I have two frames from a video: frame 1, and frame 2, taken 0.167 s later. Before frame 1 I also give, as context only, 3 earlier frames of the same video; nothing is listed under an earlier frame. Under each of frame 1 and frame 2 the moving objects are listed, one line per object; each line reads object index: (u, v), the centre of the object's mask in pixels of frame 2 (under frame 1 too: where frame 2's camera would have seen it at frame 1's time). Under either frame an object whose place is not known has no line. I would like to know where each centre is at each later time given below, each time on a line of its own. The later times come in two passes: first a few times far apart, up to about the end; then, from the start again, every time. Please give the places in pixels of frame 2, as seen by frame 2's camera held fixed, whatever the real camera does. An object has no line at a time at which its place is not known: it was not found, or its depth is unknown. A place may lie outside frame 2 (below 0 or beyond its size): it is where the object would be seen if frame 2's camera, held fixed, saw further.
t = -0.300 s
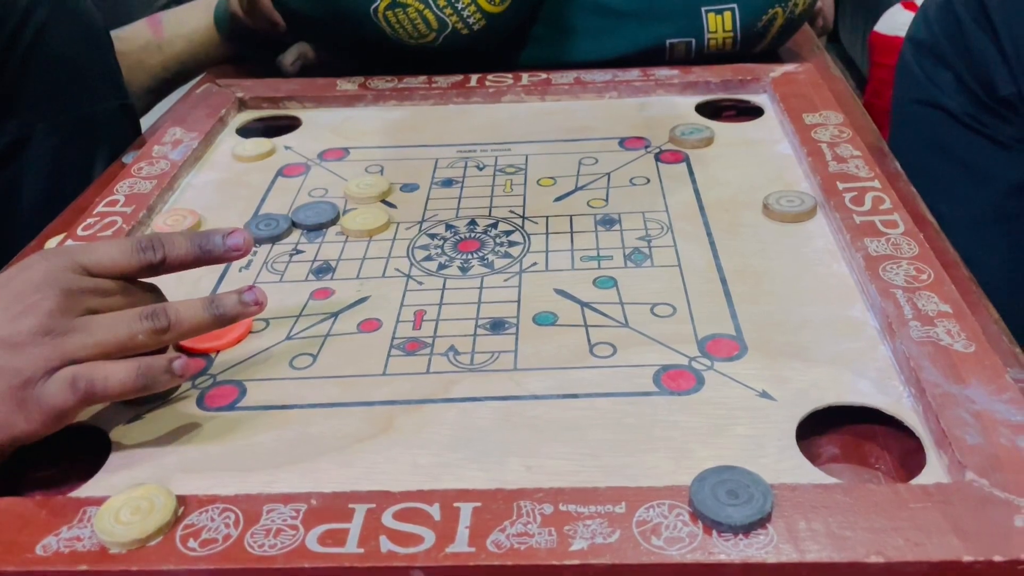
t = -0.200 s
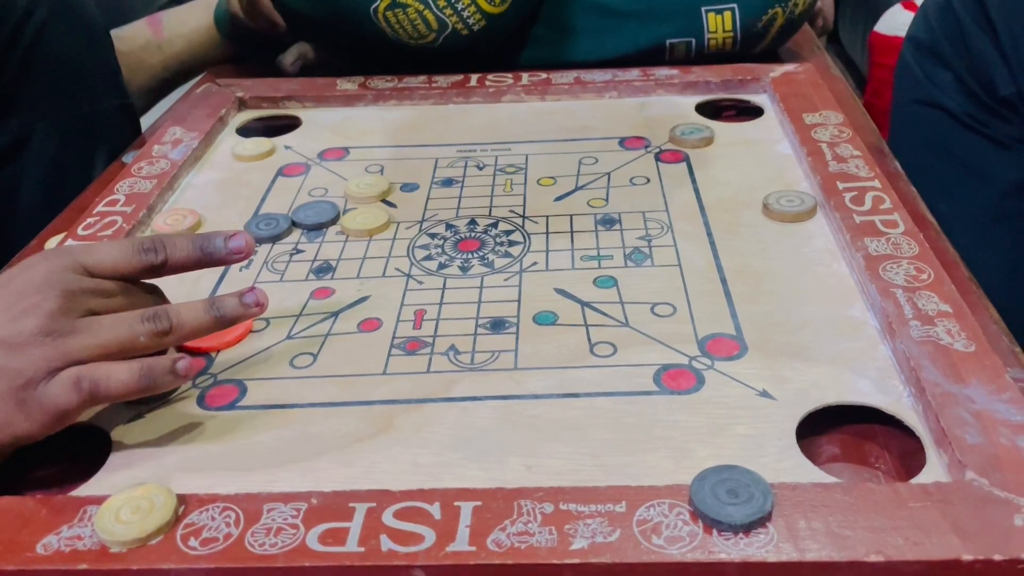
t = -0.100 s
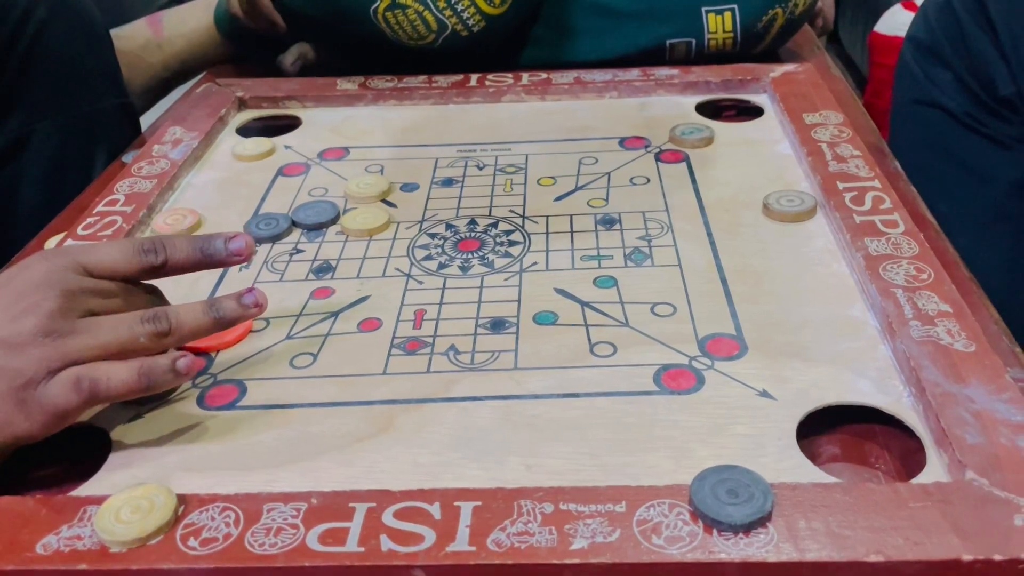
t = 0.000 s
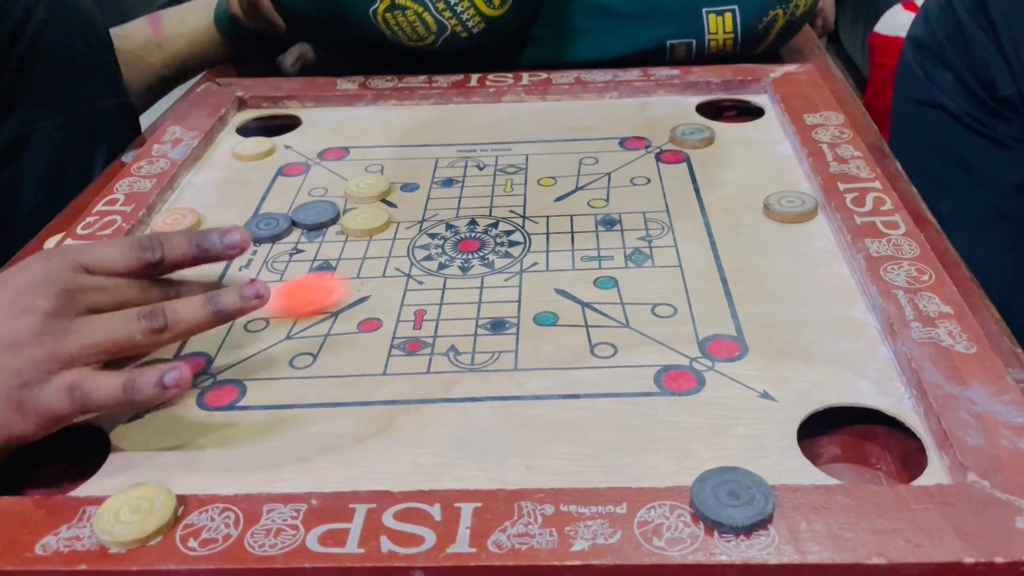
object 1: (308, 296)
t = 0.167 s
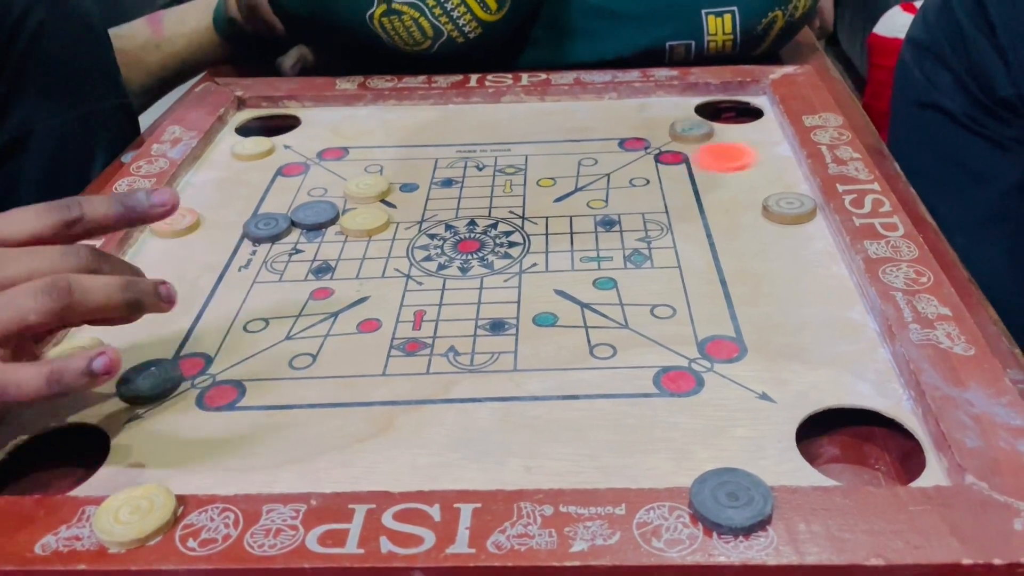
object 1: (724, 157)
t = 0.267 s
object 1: (698, 151)
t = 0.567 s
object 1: (645, 153)
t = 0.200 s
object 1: (751, 151)
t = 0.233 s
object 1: (721, 151)
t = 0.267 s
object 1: (698, 151)
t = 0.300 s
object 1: (676, 151)
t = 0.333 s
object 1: (661, 152)
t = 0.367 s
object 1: (650, 152)
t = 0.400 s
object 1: (646, 152)
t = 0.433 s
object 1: (645, 153)
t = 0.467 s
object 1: (645, 153)
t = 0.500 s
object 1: (645, 153)
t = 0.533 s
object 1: (645, 153)
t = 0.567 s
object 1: (645, 153)
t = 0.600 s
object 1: (645, 153)
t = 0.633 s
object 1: (645, 153)
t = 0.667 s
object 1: (645, 153)
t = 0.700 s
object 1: (645, 153)
